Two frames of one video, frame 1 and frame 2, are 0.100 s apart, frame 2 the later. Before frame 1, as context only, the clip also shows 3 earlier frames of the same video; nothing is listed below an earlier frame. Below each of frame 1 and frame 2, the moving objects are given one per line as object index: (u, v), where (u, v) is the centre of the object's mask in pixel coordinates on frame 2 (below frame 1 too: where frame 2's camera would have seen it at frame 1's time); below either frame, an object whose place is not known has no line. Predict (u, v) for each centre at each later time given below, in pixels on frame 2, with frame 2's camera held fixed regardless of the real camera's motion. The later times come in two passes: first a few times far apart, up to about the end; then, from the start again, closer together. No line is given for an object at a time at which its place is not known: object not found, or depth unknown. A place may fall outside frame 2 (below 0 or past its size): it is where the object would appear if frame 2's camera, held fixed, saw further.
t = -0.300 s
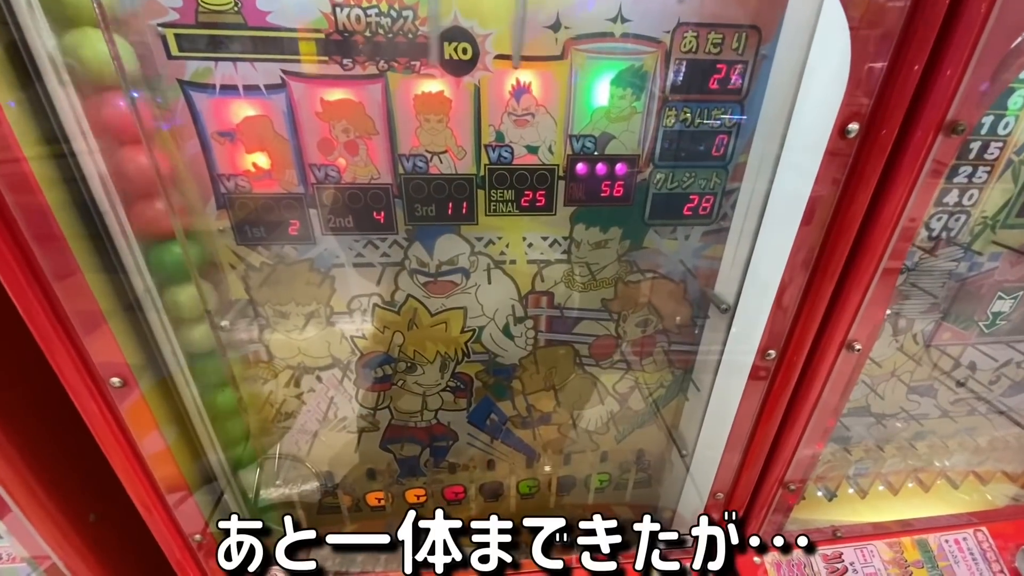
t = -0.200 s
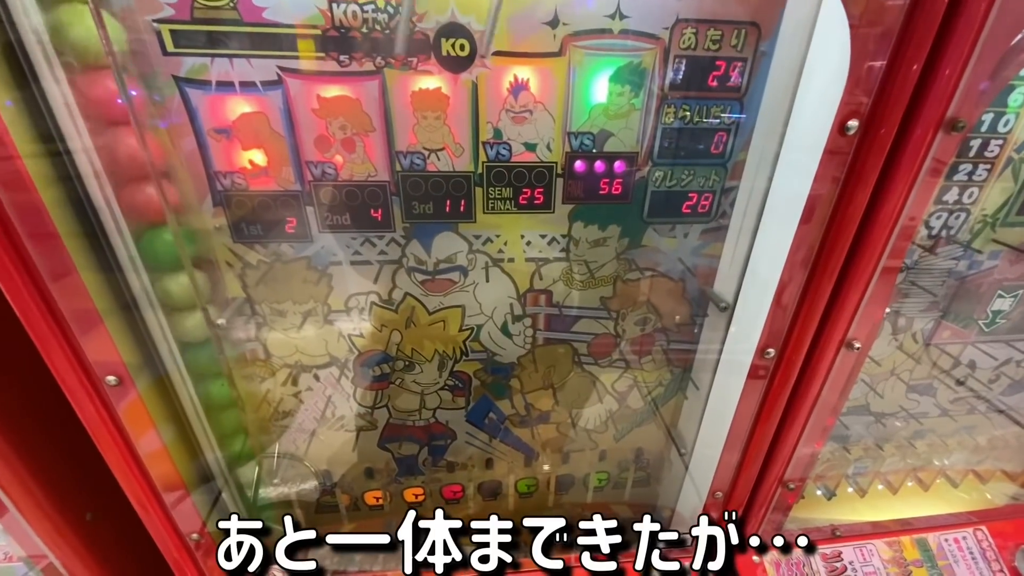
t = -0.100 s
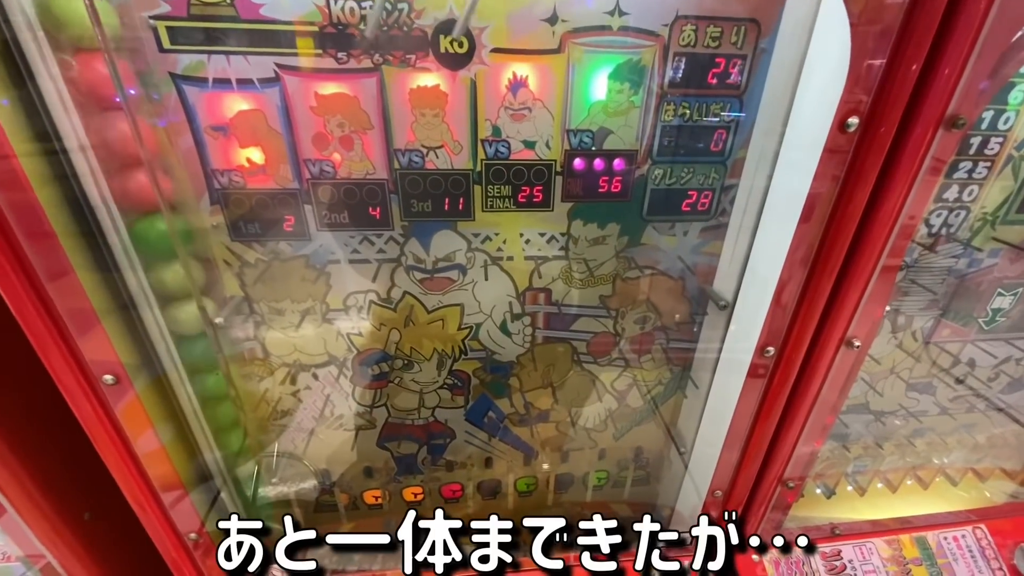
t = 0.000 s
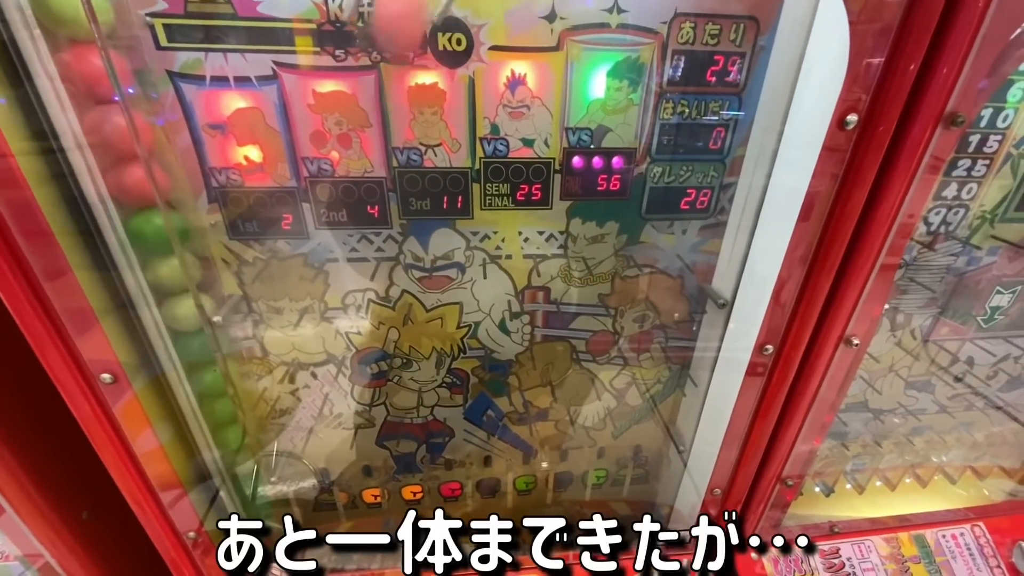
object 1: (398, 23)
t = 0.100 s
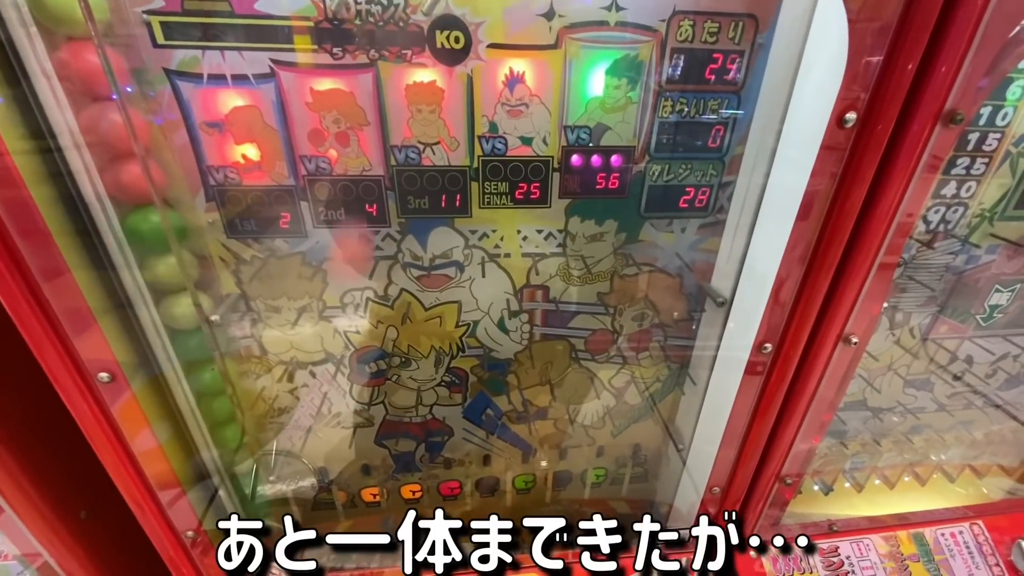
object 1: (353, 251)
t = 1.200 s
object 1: (413, 421)
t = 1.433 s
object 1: (413, 443)
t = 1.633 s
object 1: (402, 470)
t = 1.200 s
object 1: (413, 421)
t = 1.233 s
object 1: (415, 421)
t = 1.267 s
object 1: (425, 424)
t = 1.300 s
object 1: (417, 429)
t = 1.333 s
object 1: (425, 433)
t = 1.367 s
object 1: (423, 447)
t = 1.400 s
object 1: (419, 447)
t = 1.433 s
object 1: (413, 443)
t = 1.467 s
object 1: (412, 446)
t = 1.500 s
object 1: (411, 457)
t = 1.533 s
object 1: (399, 462)
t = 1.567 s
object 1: (403, 462)
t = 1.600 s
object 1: (404, 463)
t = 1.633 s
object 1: (402, 470)
